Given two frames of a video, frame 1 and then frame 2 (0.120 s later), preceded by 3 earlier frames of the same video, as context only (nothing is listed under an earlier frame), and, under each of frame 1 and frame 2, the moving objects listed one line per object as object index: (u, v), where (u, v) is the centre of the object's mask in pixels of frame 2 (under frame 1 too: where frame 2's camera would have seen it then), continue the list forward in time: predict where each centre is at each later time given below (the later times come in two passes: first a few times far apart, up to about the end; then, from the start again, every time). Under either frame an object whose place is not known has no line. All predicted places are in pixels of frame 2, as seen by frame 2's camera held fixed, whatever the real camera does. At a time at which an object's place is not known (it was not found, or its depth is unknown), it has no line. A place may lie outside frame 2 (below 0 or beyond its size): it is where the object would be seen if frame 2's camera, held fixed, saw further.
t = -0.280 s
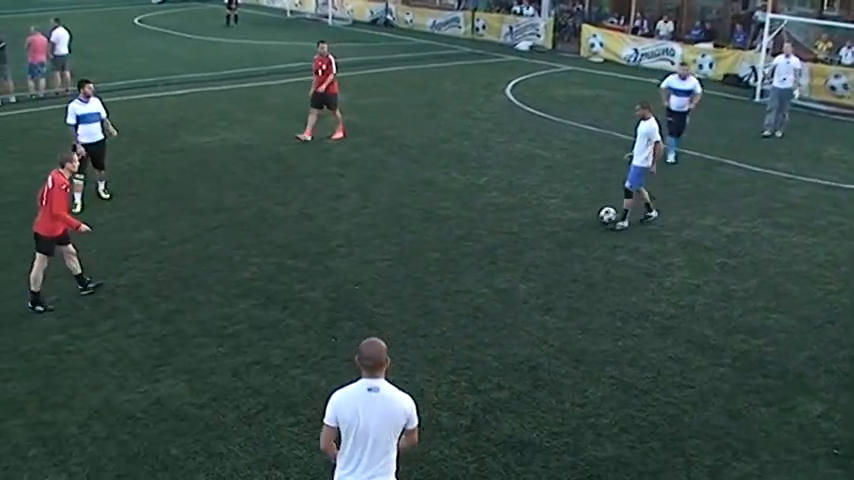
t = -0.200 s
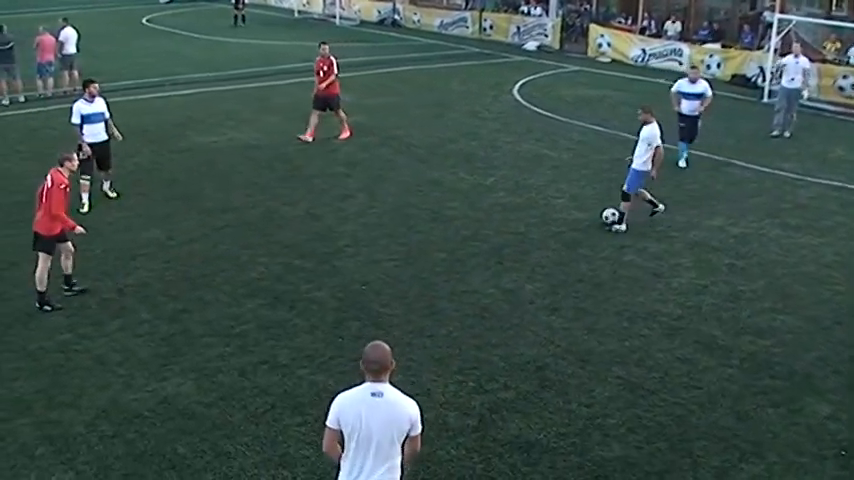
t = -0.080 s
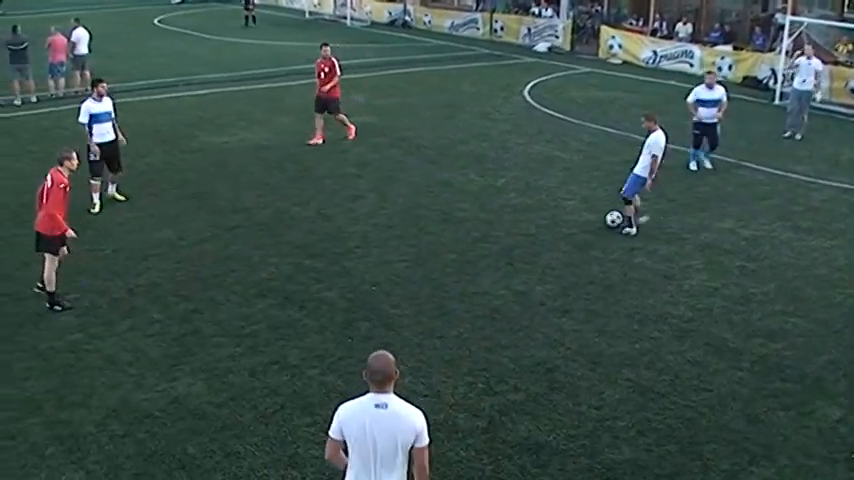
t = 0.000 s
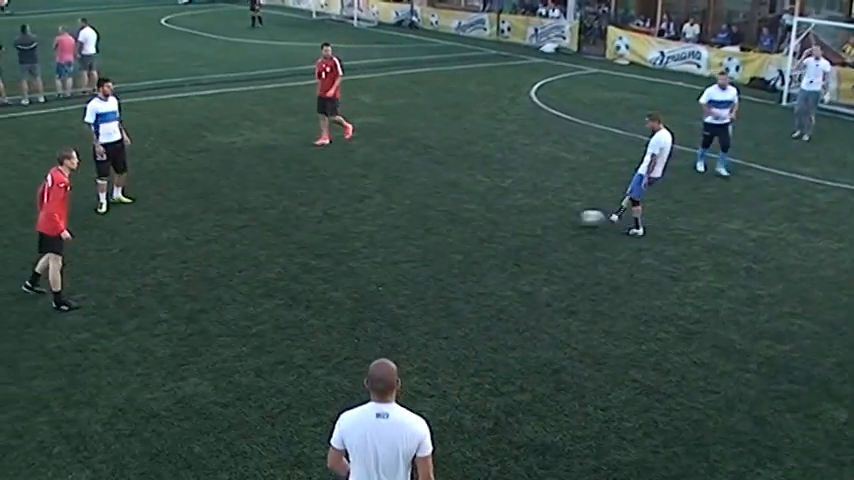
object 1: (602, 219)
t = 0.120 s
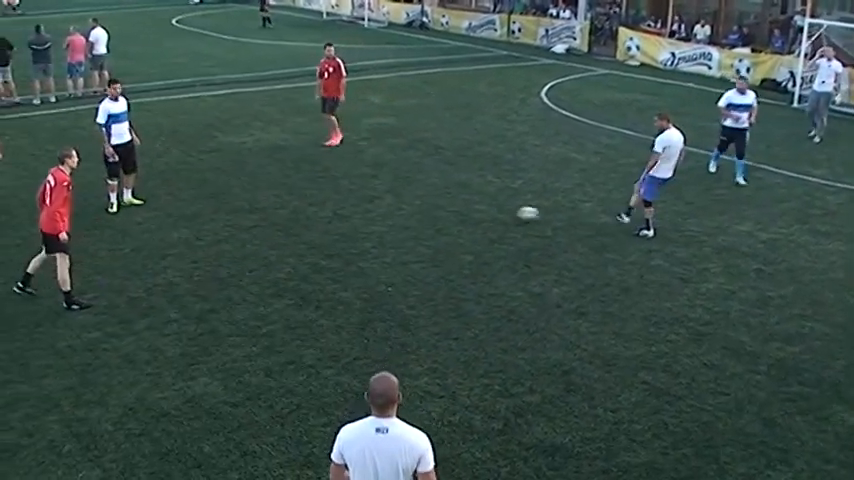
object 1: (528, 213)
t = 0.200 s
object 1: (484, 210)
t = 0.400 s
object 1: (389, 206)
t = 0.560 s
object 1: (326, 203)
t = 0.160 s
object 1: (505, 211)
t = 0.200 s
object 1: (484, 210)
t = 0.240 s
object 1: (462, 210)
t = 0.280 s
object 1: (443, 208)
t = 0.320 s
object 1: (424, 207)
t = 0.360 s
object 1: (406, 207)
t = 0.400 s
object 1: (389, 206)
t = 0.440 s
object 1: (373, 205)
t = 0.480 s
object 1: (357, 203)
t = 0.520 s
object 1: (342, 204)
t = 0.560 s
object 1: (326, 203)
